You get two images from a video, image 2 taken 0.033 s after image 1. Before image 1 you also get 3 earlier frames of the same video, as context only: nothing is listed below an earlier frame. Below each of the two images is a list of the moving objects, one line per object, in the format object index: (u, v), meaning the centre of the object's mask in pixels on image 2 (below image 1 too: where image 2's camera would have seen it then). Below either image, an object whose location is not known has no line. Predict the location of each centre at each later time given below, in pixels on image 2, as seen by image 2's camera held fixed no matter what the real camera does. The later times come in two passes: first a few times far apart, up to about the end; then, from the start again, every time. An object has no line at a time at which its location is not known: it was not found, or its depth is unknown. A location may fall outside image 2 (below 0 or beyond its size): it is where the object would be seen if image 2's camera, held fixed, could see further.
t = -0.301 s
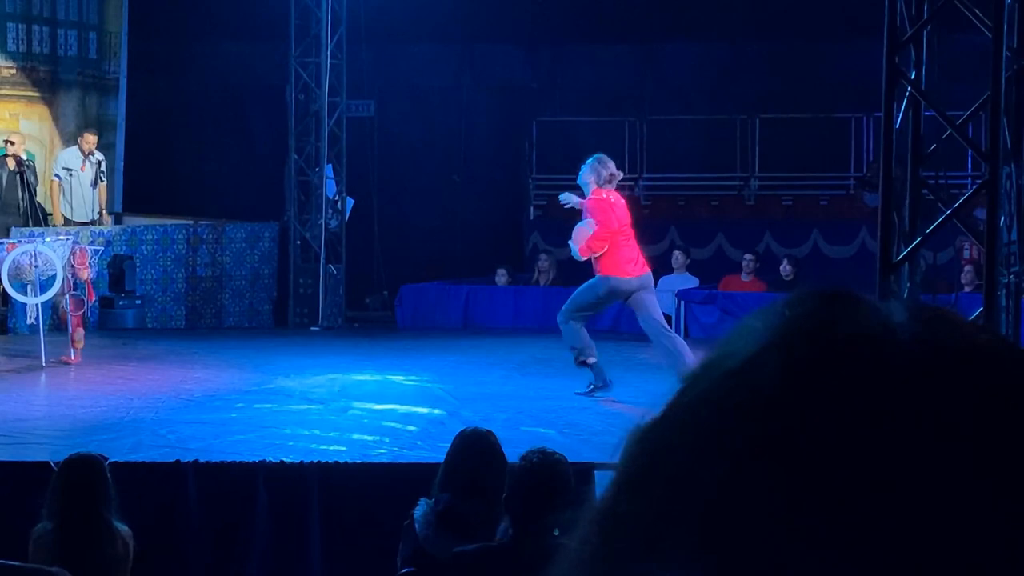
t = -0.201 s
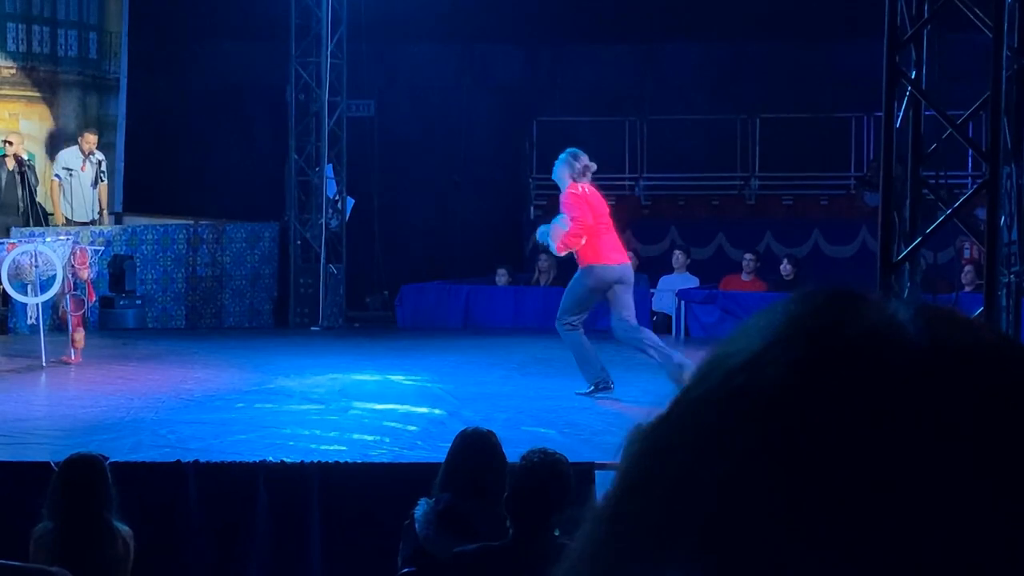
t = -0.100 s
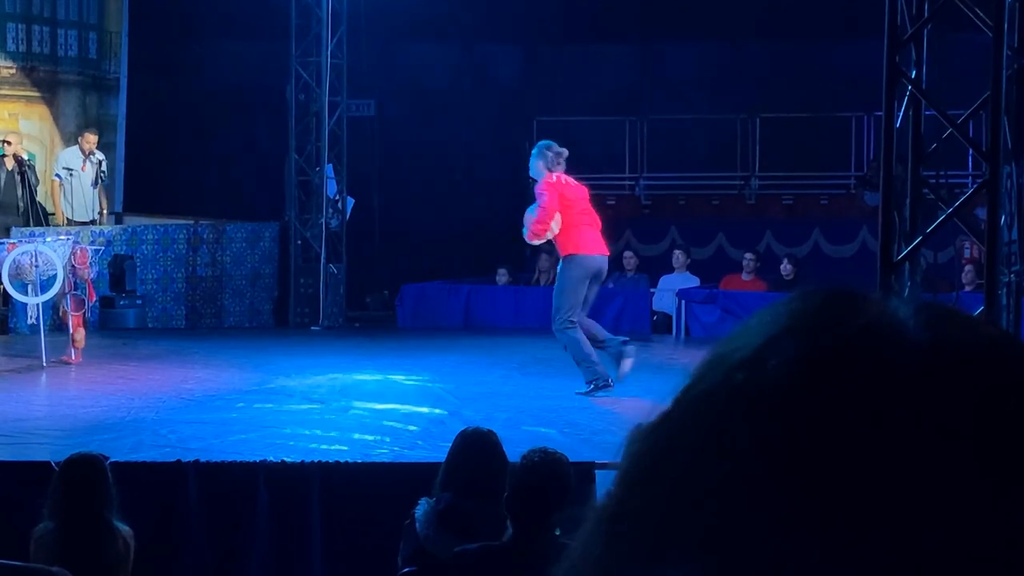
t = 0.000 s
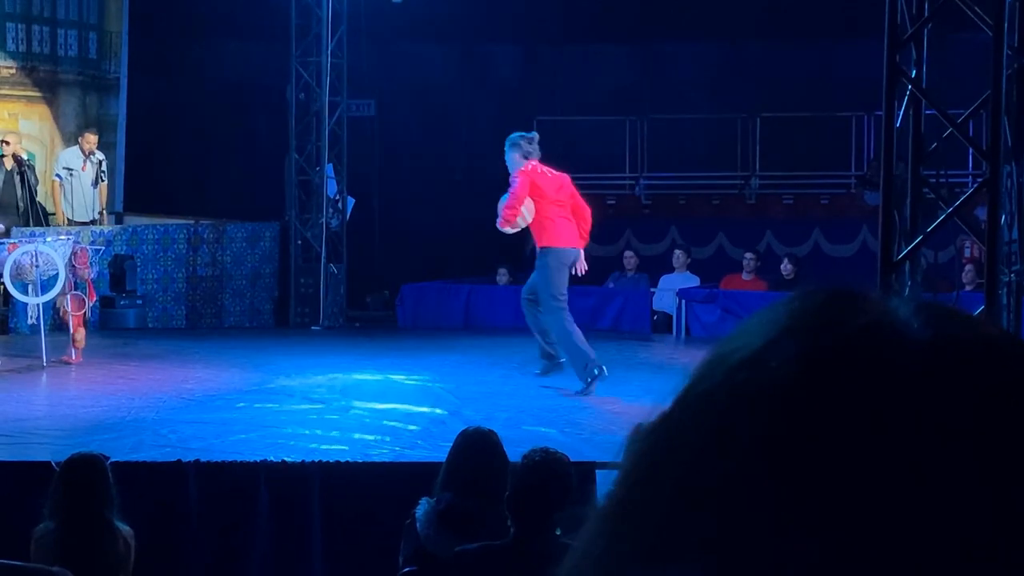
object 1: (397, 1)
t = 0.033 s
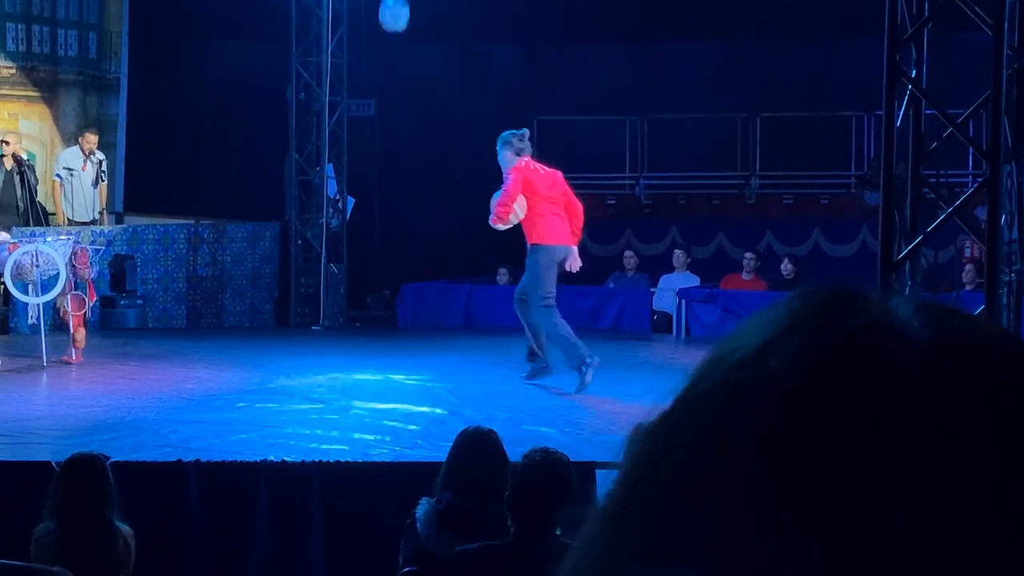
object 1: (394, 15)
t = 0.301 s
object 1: (376, 306)
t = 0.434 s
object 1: (362, 288)
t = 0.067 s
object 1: (392, 45)
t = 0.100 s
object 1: (389, 79)
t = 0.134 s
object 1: (387, 114)
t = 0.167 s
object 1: (385, 150)
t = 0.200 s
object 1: (383, 187)
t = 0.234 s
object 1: (380, 226)
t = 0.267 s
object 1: (378, 265)
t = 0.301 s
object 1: (376, 306)
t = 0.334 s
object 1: (374, 344)
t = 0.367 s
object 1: (370, 337)
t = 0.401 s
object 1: (366, 312)
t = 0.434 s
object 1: (362, 288)
